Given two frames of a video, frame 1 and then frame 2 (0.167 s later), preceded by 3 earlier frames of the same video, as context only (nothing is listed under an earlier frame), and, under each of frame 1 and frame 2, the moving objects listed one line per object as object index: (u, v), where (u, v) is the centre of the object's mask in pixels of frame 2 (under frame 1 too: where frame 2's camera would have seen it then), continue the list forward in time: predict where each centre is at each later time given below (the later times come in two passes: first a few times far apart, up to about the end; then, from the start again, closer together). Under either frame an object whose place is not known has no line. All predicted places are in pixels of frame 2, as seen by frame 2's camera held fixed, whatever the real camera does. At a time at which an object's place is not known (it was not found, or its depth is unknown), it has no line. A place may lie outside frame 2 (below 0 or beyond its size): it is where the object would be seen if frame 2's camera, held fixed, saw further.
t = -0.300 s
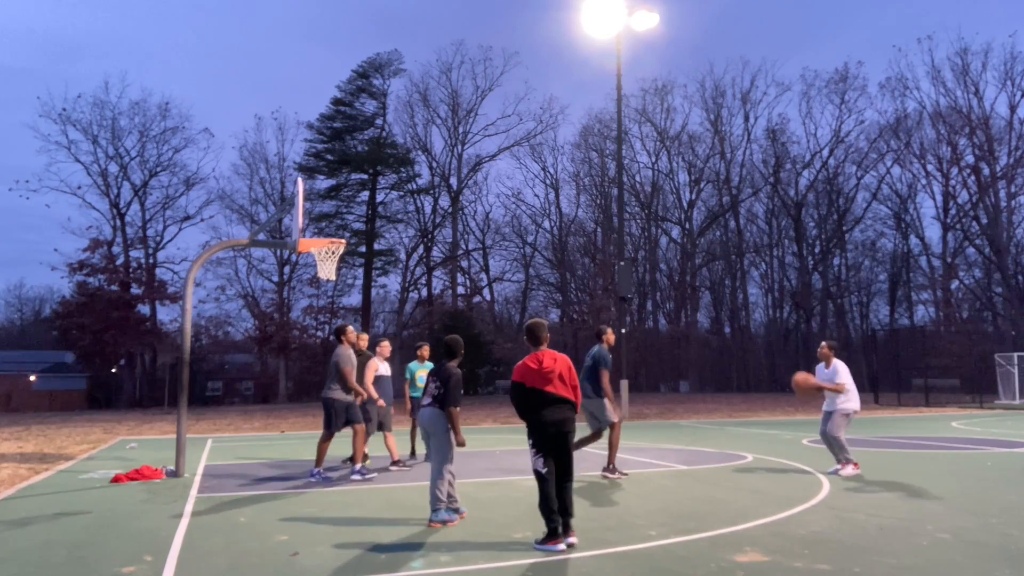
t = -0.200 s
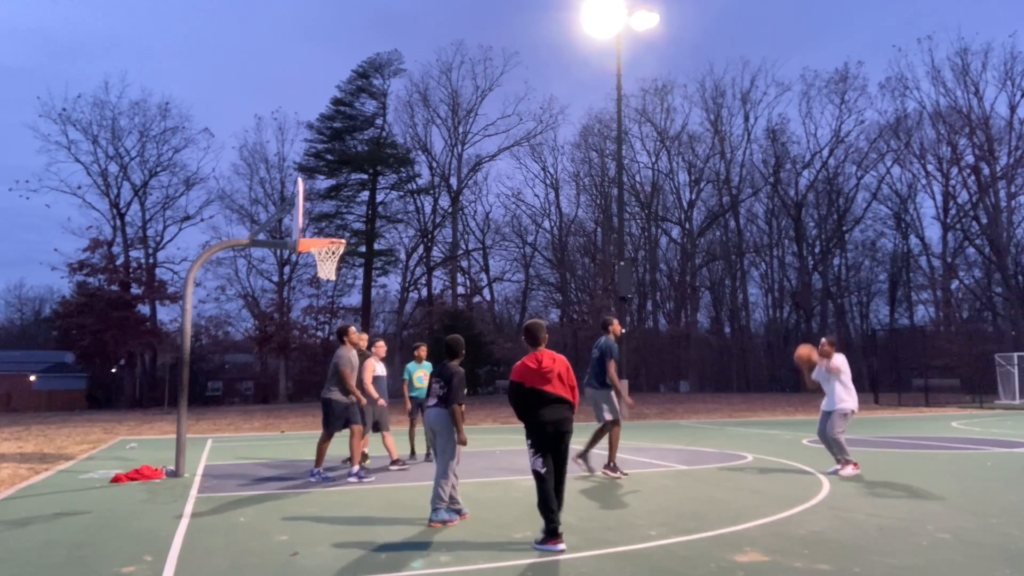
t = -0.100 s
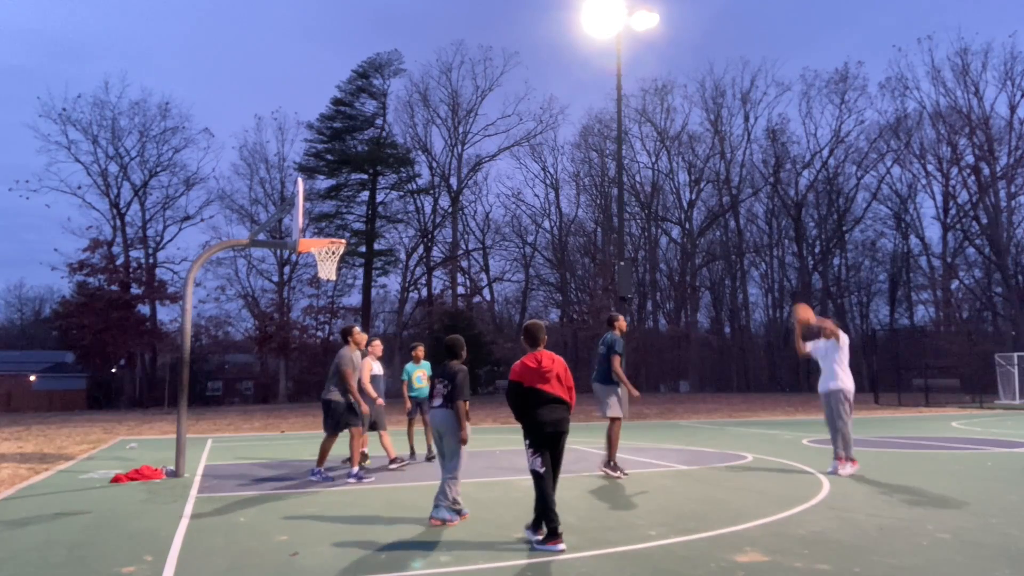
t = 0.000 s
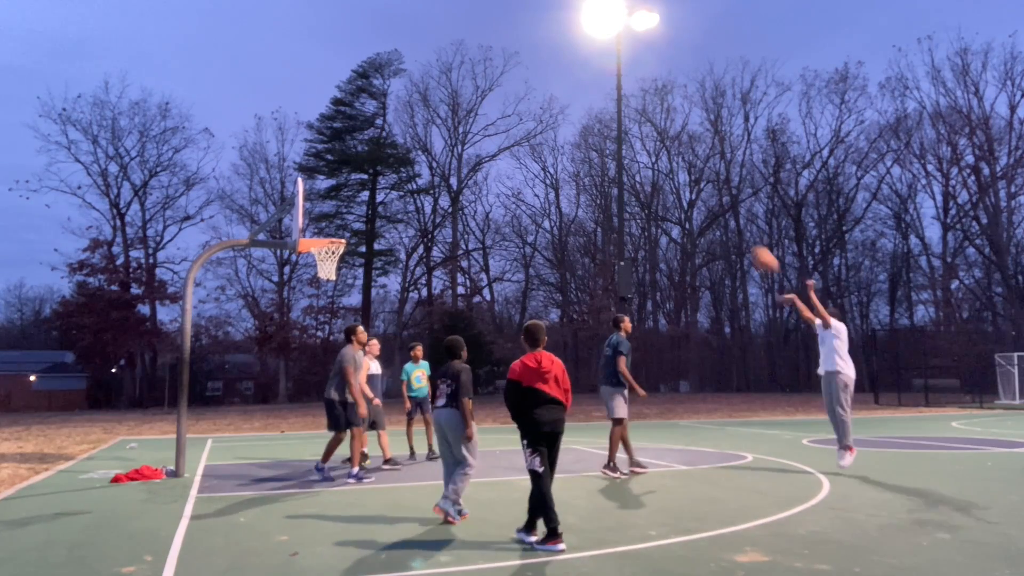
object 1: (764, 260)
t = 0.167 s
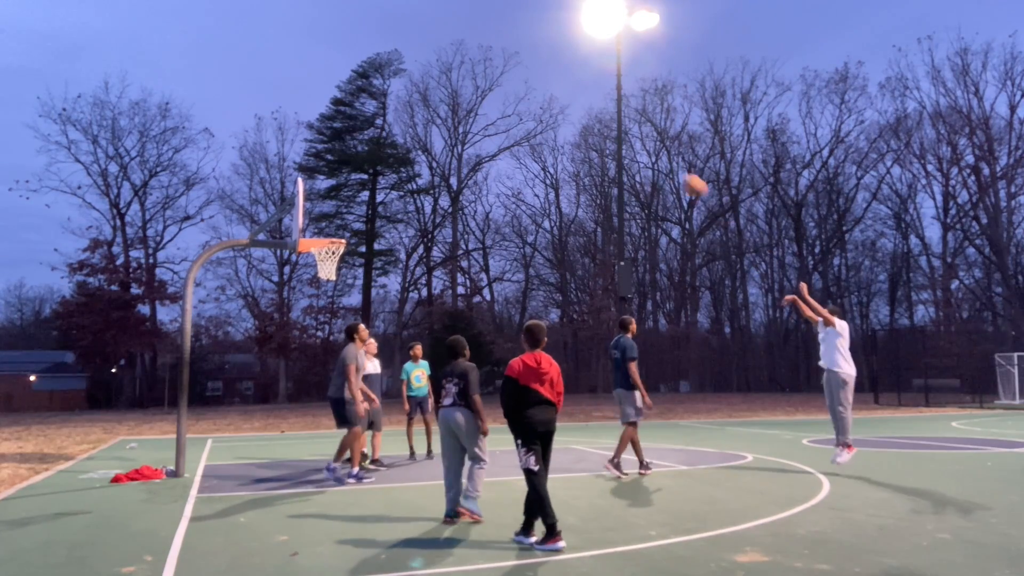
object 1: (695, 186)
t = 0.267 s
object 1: (656, 154)
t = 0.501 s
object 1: (570, 114)
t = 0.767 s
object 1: (481, 118)
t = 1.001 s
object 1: (407, 160)
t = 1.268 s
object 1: (329, 231)
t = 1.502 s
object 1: (334, 231)
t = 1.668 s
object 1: (365, 250)
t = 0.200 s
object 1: (682, 175)
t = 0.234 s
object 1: (669, 164)
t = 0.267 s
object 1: (656, 154)
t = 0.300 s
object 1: (643, 146)
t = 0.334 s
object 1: (631, 139)
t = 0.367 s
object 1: (618, 132)
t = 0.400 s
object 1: (607, 126)
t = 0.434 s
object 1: (594, 121)
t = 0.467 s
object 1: (582, 117)
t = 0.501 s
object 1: (570, 114)
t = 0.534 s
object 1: (559, 111)
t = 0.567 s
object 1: (548, 110)
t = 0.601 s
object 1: (536, 109)
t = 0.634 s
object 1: (524, 109)
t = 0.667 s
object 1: (514, 110)
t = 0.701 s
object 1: (503, 112)
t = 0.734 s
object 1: (492, 114)
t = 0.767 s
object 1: (481, 118)
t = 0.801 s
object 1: (471, 121)
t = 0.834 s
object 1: (460, 126)
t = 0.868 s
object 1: (449, 131)
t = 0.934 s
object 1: (428, 144)
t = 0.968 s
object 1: (417, 152)
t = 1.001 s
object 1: (407, 160)
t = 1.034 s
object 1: (398, 168)
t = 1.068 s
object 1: (387, 178)
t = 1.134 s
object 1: (367, 200)
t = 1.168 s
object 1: (358, 212)
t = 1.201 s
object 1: (347, 225)
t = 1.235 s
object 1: (338, 232)
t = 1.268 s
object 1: (329, 231)
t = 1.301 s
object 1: (319, 230)
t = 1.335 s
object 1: (310, 230)
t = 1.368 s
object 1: (309, 230)
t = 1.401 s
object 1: (315, 229)
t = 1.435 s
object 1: (321, 229)
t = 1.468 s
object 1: (328, 230)
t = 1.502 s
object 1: (334, 231)
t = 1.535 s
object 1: (341, 232)
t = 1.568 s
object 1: (348, 236)
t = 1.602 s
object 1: (354, 240)
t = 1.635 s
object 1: (359, 245)
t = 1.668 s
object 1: (365, 250)
